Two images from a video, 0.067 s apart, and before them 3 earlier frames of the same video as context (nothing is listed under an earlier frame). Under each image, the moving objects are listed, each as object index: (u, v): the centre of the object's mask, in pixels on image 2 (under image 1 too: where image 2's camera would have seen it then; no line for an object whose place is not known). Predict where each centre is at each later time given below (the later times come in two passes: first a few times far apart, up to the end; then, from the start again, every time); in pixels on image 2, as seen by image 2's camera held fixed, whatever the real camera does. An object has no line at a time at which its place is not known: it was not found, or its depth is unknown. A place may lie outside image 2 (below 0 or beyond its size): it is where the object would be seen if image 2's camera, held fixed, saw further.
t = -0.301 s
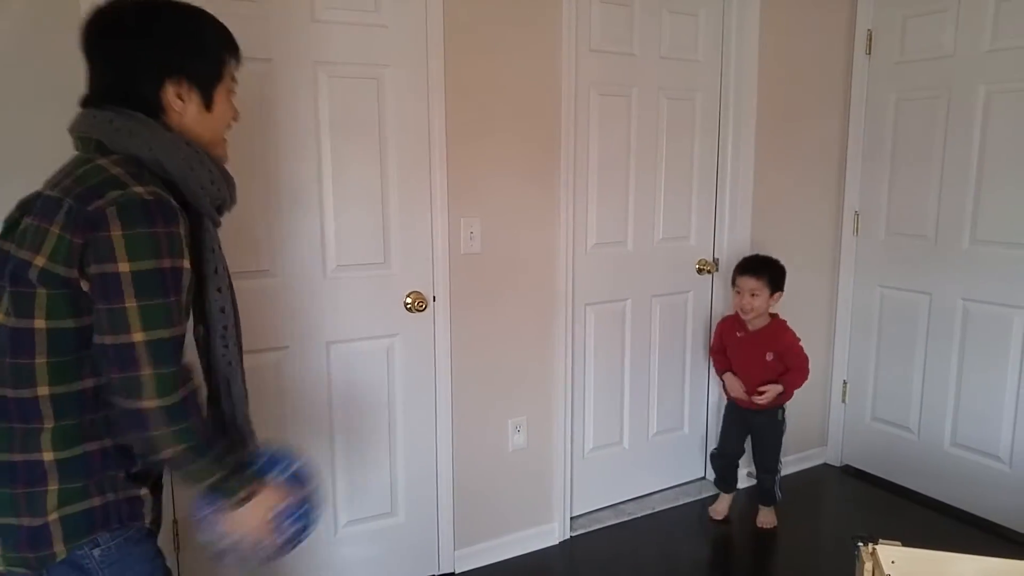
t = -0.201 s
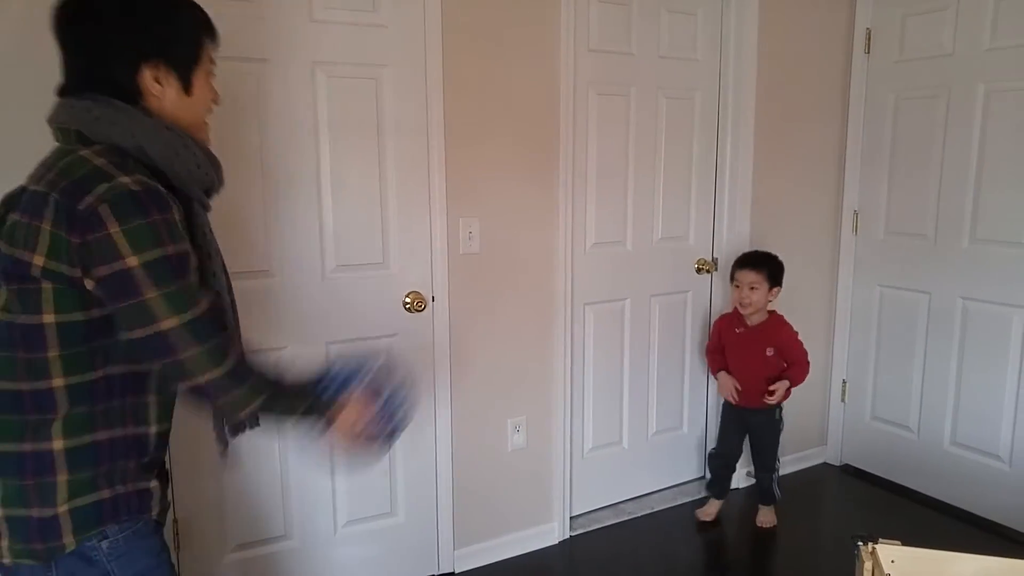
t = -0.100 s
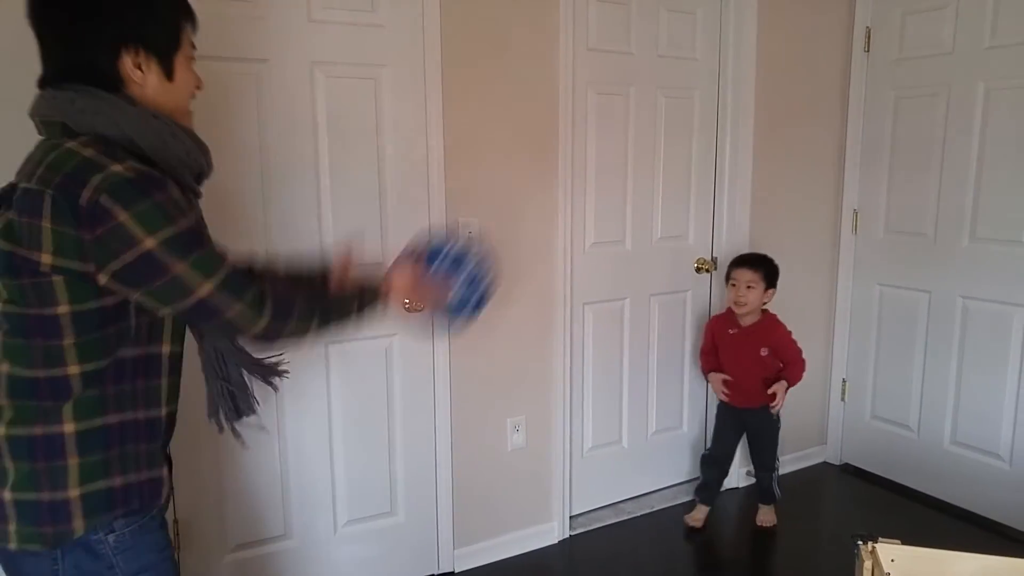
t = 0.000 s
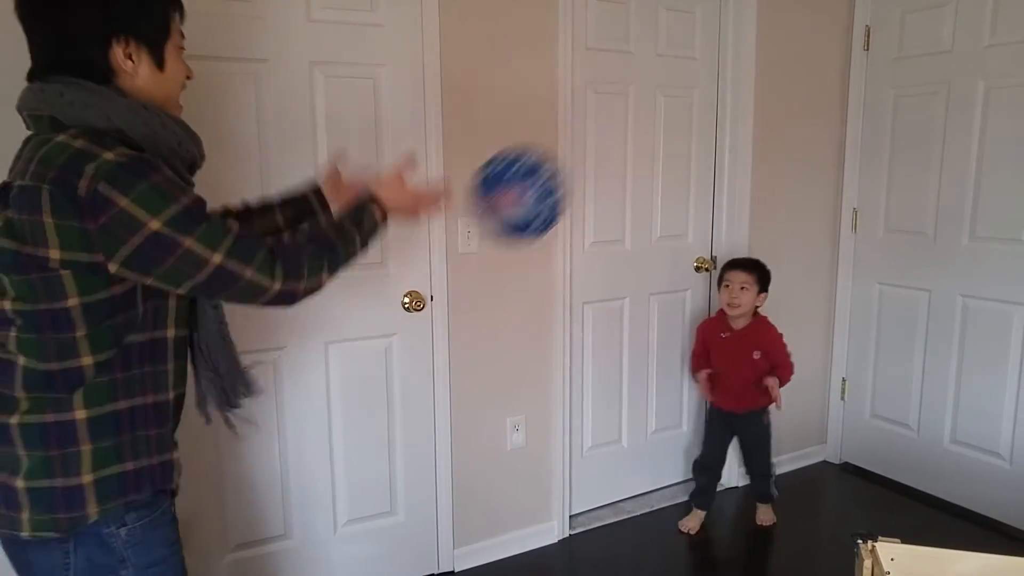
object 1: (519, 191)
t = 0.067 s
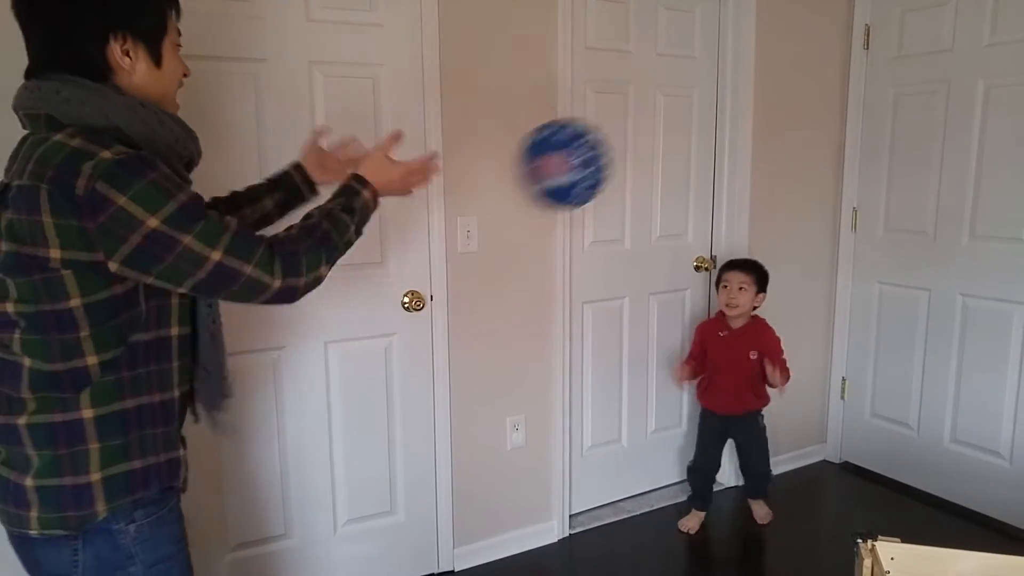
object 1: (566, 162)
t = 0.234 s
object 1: (661, 163)
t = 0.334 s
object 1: (707, 207)
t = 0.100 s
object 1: (587, 154)
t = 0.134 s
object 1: (607, 151)
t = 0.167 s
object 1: (625, 151)
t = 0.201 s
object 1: (644, 155)
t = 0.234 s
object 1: (661, 163)
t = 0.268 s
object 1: (677, 176)
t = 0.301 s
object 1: (692, 190)
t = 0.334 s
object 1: (707, 207)
